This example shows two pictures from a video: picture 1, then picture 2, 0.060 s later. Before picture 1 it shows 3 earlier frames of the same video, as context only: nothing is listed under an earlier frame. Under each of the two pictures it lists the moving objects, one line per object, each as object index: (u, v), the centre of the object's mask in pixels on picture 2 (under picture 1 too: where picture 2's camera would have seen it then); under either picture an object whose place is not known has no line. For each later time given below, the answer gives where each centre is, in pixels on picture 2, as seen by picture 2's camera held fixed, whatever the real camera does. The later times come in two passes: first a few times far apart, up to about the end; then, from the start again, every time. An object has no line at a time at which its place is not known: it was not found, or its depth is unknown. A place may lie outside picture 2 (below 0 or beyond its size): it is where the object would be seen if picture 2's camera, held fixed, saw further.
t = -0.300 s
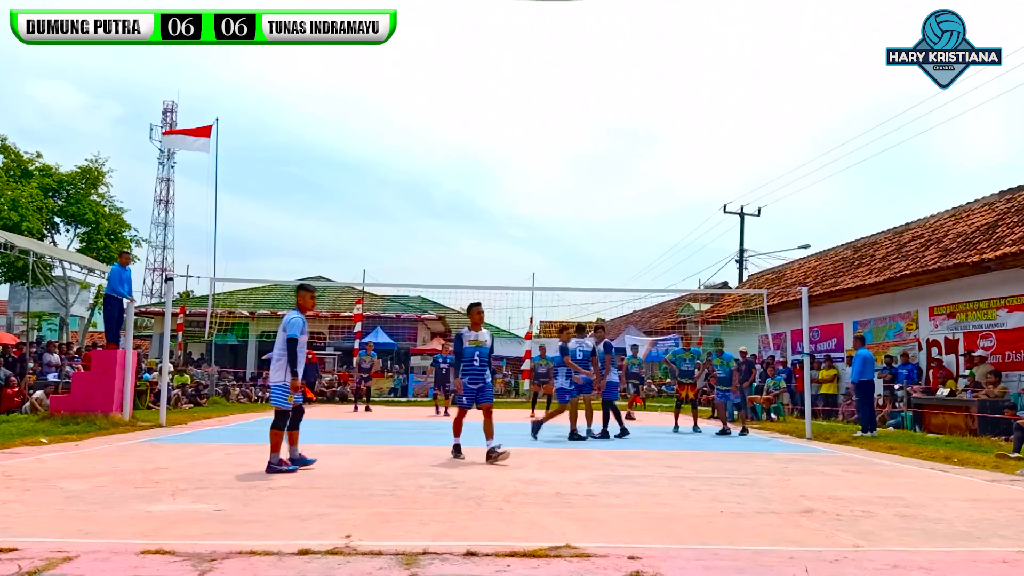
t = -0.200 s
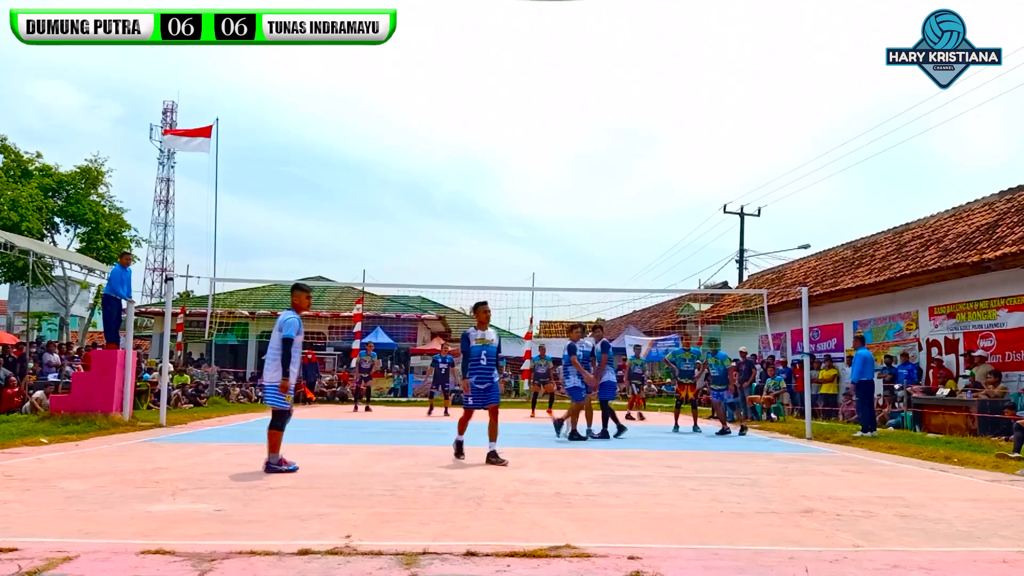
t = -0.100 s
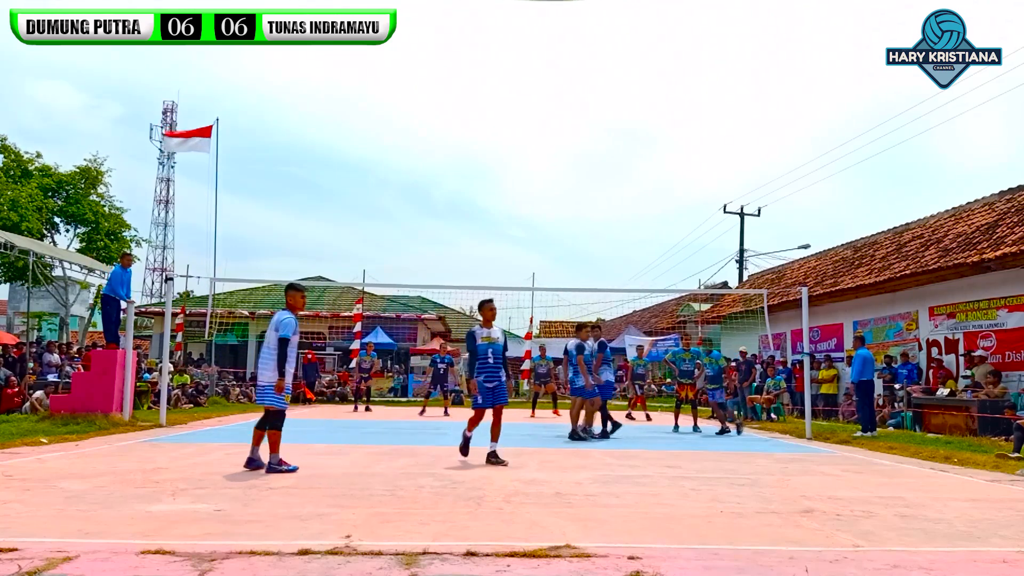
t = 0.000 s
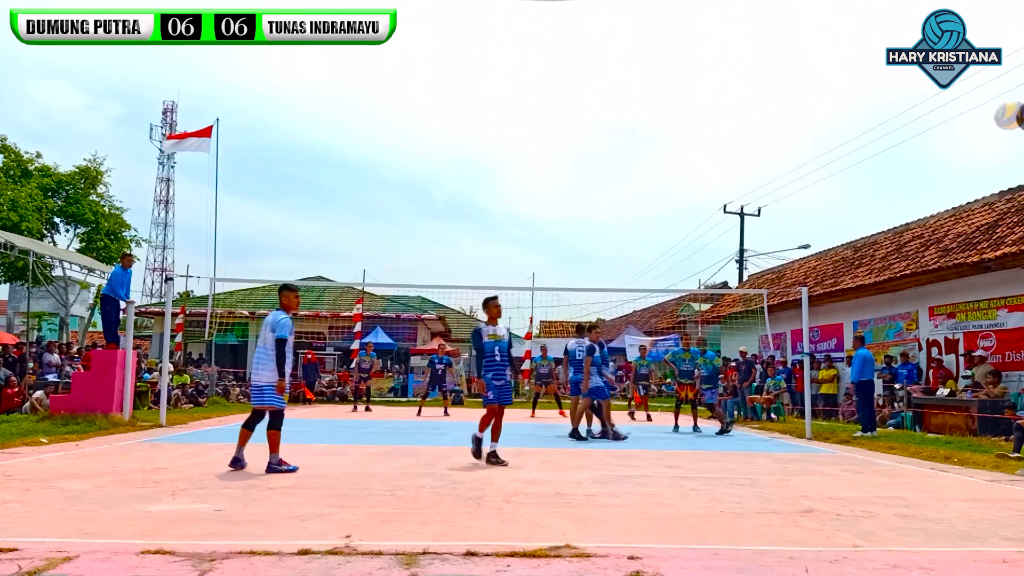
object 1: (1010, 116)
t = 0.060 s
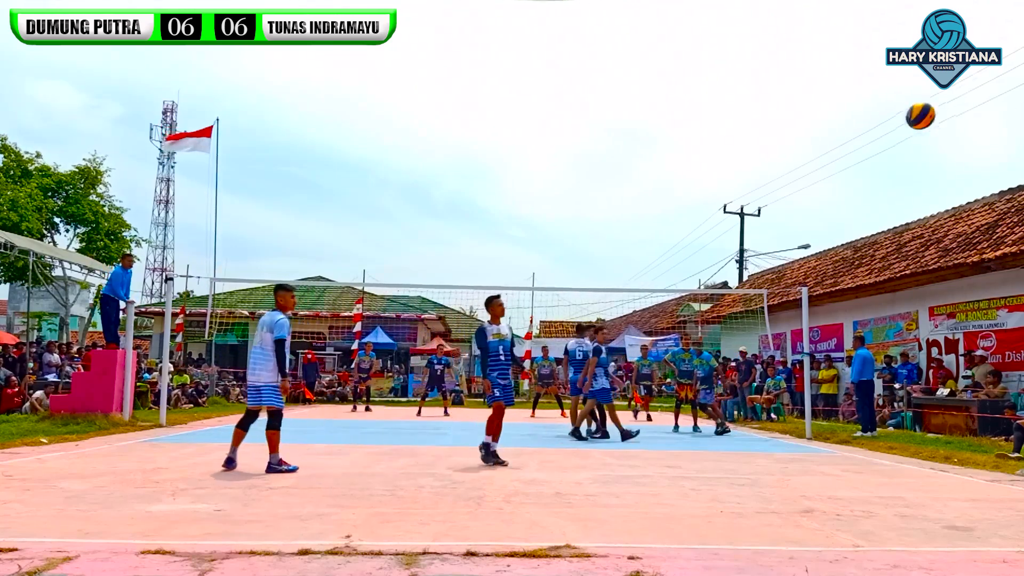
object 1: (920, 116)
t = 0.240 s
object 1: (751, 131)
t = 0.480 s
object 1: (635, 163)
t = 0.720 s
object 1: (563, 208)
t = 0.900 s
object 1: (524, 250)
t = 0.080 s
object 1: (895, 117)
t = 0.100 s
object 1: (872, 118)
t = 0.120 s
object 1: (850, 119)
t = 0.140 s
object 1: (831, 121)
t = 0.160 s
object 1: (812, 123)
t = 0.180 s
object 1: (795, 125)
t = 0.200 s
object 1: (779, 126)
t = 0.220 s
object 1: (764, 129)
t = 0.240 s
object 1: (751, 131)
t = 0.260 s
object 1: (738, 133)
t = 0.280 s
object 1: (726, 135)
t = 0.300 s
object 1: (714, 137)
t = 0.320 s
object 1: (703, 140)
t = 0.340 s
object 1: (693, 143)
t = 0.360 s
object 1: (684, 145)
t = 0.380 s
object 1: (675, 148)
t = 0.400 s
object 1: (666, 150)
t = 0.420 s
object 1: (657, 153)
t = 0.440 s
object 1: (650, 156)
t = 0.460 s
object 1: (642, 160)
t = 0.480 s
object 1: (635, 163)
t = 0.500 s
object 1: (627, 166)
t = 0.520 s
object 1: (621, 170)
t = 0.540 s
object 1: (614, 173)
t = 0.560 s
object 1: (608, 177)
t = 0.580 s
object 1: (602, 180)
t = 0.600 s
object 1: (595, 184)
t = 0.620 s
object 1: (589, 187)
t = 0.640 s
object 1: (584, 192)
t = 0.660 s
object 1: (578, 196)
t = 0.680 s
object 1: (573, 200)
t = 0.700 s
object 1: (568, 204)
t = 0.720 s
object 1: (563, 208)
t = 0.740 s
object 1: (558, 212)
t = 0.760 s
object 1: (554, 217)
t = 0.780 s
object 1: (549, 222)
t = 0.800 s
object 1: (544, 226)
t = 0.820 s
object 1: (540, 231)
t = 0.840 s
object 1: (536, 235)
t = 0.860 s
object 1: (532, 241)
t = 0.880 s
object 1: (528, 245)
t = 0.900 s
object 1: (524, 250)
